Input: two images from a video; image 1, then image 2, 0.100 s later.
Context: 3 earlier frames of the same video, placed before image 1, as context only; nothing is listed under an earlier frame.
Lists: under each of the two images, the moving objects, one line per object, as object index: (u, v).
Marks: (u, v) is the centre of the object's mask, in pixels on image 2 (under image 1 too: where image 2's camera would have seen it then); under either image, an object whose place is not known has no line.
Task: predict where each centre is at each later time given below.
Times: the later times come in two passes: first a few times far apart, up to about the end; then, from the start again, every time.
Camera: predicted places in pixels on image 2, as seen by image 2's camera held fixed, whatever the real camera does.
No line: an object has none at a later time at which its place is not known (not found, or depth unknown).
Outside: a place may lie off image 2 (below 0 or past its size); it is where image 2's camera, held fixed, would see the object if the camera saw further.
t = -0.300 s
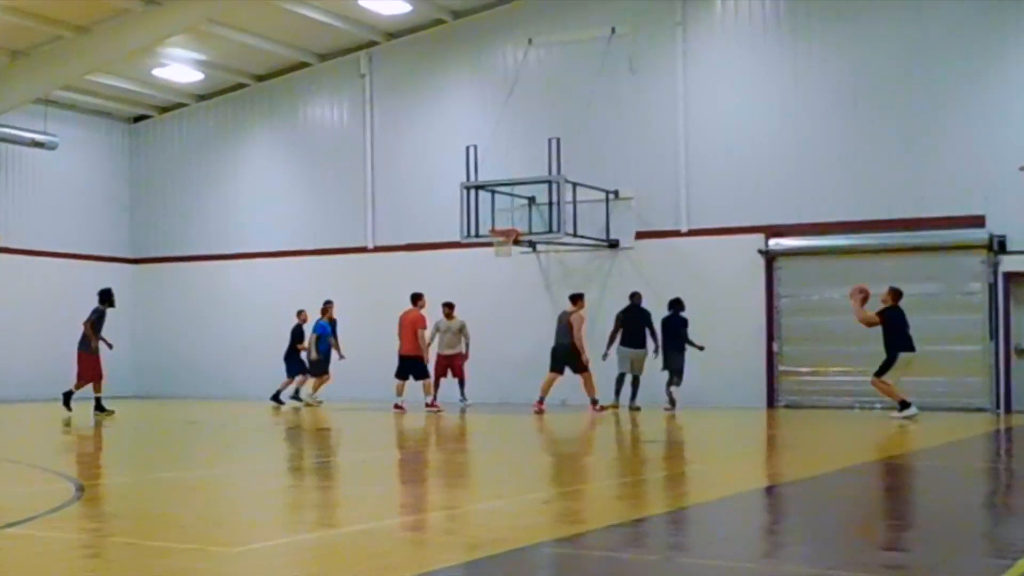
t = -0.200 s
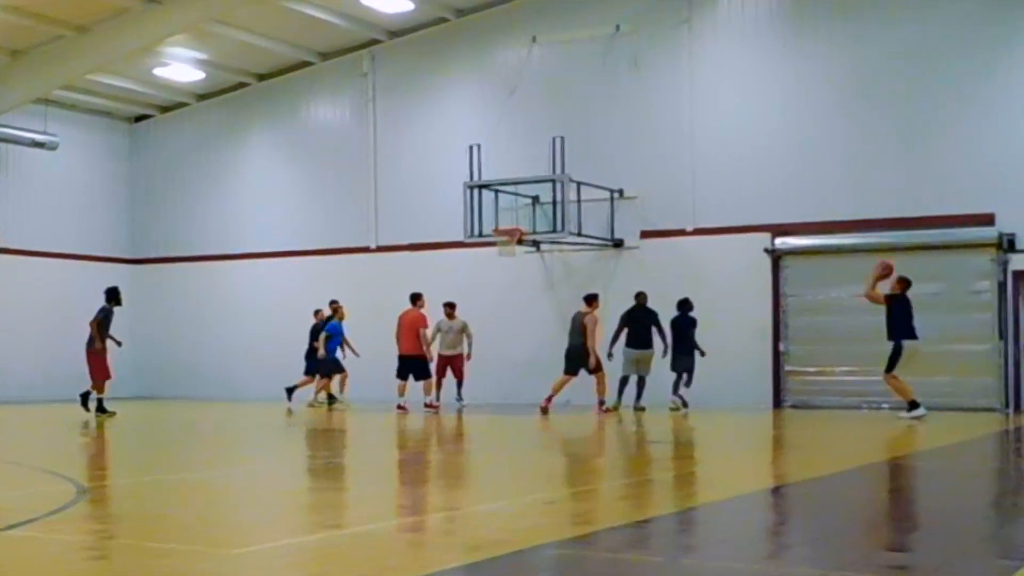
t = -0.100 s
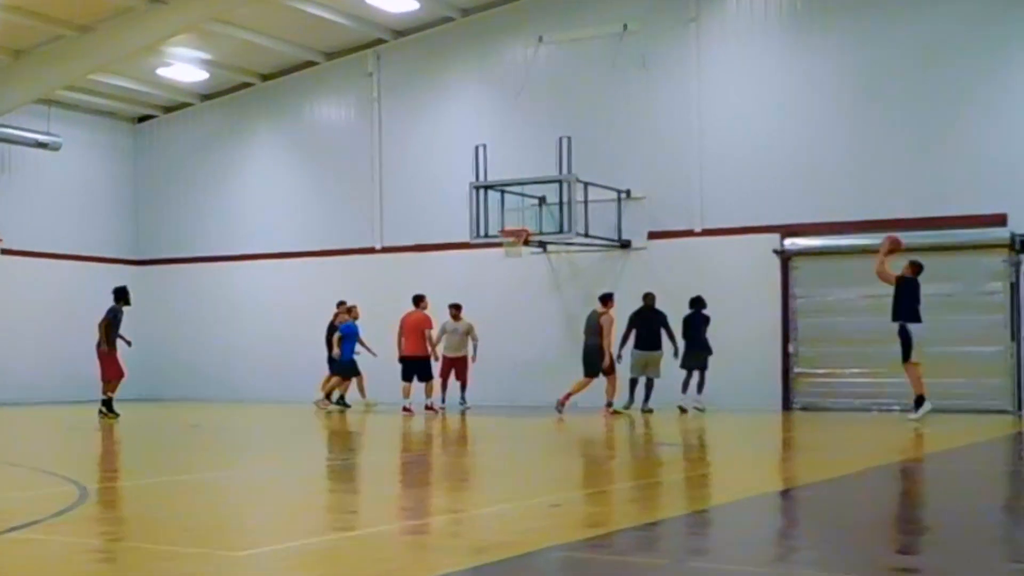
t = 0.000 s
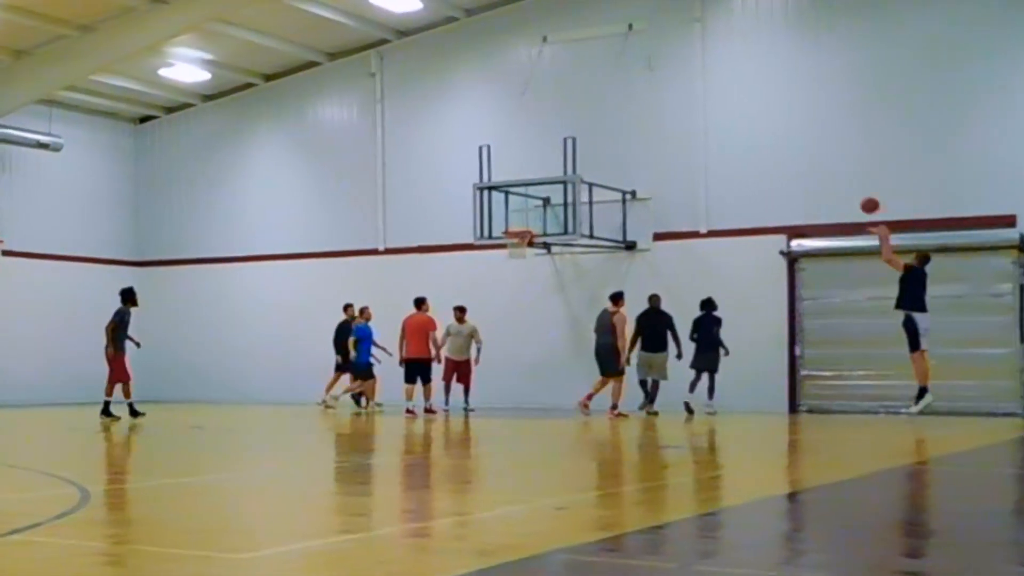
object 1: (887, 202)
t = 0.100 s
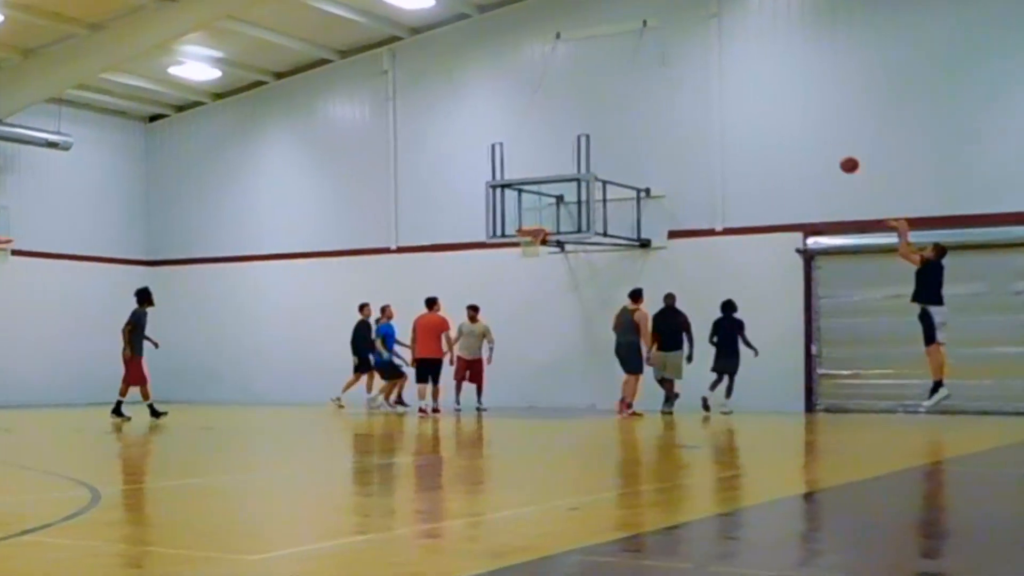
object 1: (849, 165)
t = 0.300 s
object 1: (779, 116)
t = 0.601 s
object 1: (685, 99)
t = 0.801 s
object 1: (629, 118)
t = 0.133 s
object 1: (837, 155)
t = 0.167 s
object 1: (825, 145)
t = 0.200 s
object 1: (814, 137)
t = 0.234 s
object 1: (802, 129)
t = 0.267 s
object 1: (790, 122)
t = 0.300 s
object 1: (779, 116)
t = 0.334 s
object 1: (769, 111)
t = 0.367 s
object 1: (757, 107)
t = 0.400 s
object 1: (746, 104)
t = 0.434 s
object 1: (735, 101)
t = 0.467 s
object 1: (725, 99)
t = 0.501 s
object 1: (714, 98)
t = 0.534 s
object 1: (704, 97)
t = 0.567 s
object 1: (695, 98)
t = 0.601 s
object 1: (685, 99)
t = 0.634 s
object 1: (675, 100)
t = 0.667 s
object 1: (665, 103)
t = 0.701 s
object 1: (656, 105)
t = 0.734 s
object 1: (647, 109)
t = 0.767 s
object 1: (638, 113)
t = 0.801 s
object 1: (629, 118)
